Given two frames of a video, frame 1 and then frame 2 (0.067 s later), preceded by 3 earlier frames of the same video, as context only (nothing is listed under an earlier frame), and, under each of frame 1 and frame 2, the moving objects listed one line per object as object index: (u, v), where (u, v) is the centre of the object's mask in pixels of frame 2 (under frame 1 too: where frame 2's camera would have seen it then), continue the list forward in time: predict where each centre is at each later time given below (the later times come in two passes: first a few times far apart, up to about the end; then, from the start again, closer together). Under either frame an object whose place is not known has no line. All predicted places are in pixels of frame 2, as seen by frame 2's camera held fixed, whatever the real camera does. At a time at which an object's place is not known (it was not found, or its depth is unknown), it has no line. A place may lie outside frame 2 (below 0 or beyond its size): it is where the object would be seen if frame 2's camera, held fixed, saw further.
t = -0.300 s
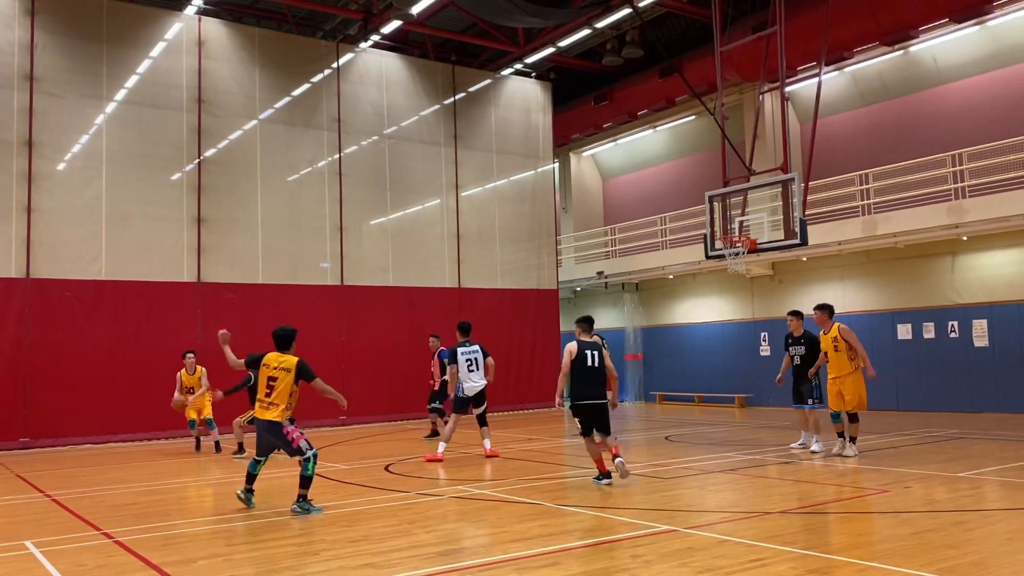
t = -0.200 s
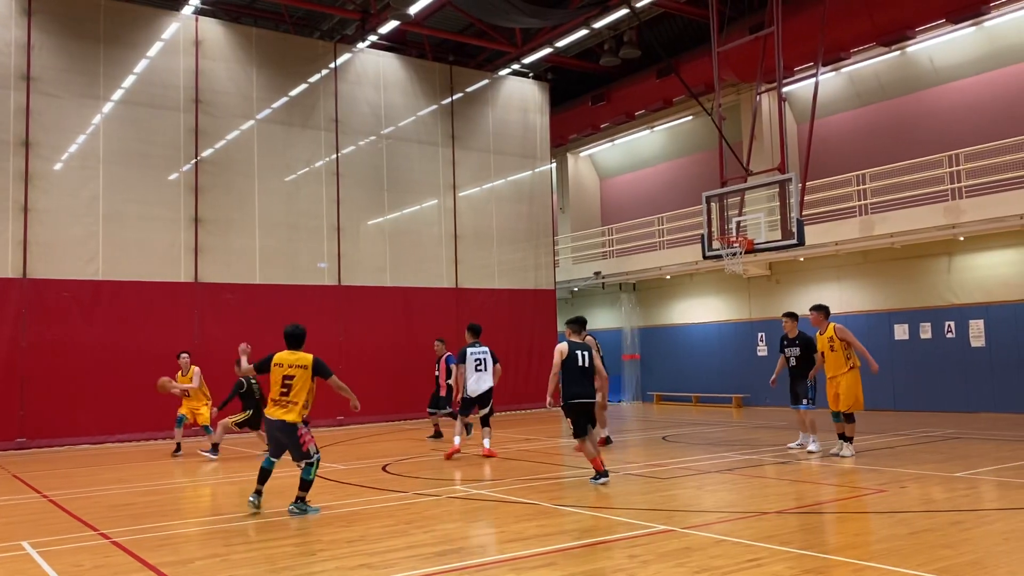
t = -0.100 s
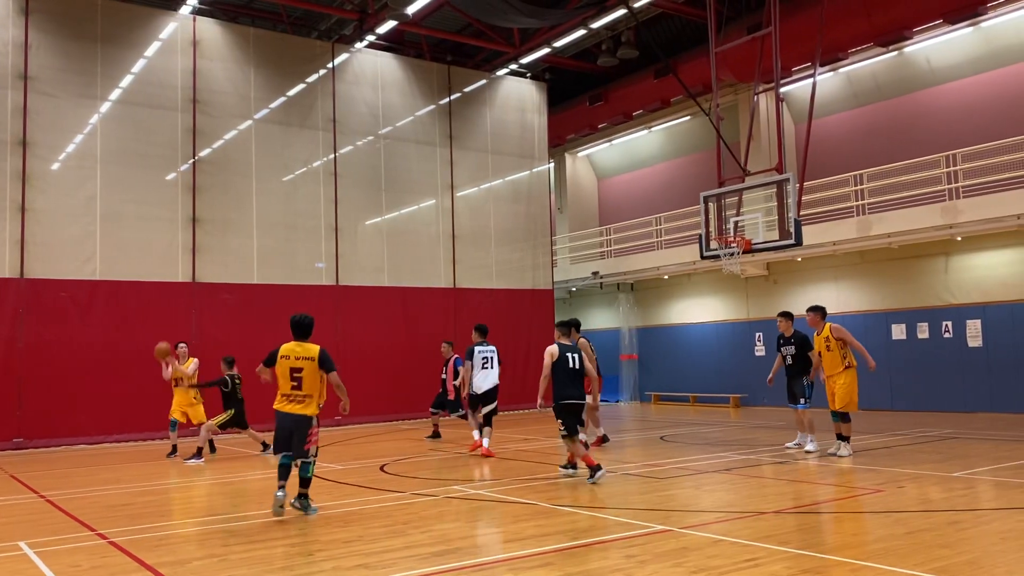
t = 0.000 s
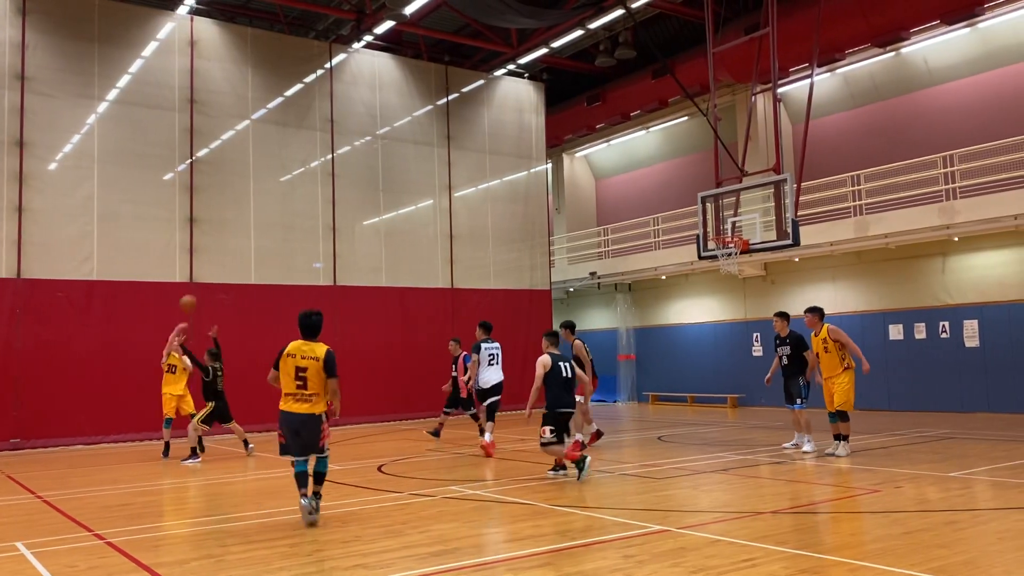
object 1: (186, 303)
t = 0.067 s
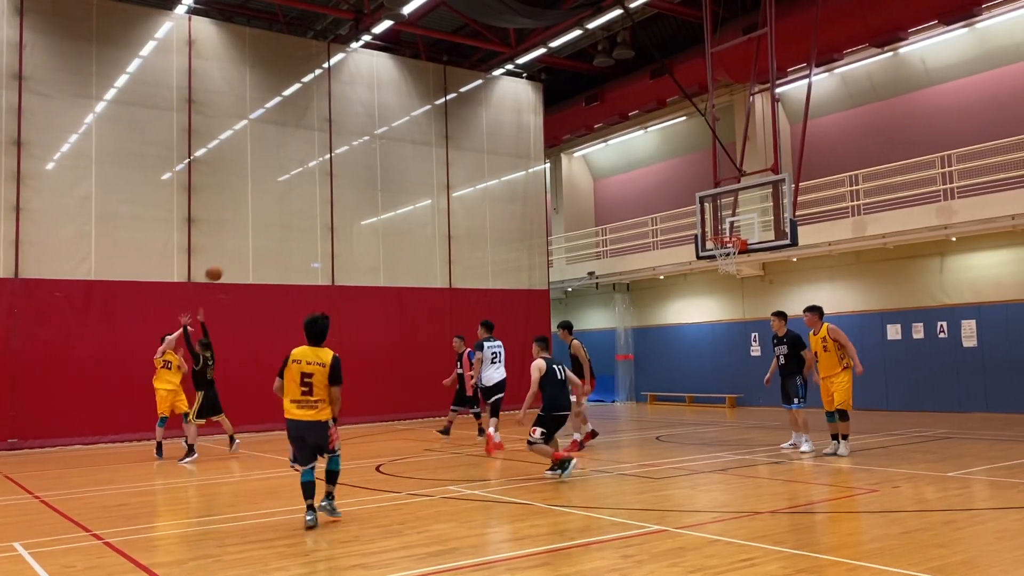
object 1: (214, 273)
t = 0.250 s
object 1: (293, 203)
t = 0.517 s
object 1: (418, 131)
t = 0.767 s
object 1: (548, 100)
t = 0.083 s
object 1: (221, 266)
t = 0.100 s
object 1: (228, 259)
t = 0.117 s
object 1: (235, 252)
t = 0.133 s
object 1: (242, 246)
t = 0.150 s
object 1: (250, 239)
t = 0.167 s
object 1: (257, 232)
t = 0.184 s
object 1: (265, 226)
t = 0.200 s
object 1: (272, 220)
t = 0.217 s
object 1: (279, 214)
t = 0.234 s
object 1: (287, 208)
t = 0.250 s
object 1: (293, 203)
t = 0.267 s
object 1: (302, 196)
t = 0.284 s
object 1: (309, 191)
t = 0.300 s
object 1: (316, 186)
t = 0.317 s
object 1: (324, 181)
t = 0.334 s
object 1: (332, 176)
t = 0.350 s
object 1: (340, 171)
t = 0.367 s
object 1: (347, 166)
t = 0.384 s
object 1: (355, 162)
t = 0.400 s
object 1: (363, 157)
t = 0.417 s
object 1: (370, 153)
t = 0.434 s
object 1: (378, 149)
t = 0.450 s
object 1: (386, 145)
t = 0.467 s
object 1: (394, 141)
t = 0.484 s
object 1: (403, 137)
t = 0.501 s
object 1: (410, 134)
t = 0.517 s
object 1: (418, 131)
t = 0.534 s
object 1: (426, 128)
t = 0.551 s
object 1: (434, 126)
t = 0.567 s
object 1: (443, 121)
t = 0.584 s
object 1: (452, 118)
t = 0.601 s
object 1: (459, 115)
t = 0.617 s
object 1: (467, 113)
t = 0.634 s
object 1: (476, 111)
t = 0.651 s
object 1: (485, 110)
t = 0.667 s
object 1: (493, 107)
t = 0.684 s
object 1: (502, 105)
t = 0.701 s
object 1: (511, 104)
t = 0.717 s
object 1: (519, 103)
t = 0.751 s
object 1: (539, 100)
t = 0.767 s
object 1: (548, 100)
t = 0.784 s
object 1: (556, 99)
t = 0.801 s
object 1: (566, 99)
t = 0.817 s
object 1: (575, 99)
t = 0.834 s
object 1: (585, 99)
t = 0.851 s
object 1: (594, 99)
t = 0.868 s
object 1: (603, 99)
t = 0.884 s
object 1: (613, 100)
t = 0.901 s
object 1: (622, 101)
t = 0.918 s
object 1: (633, 101)
